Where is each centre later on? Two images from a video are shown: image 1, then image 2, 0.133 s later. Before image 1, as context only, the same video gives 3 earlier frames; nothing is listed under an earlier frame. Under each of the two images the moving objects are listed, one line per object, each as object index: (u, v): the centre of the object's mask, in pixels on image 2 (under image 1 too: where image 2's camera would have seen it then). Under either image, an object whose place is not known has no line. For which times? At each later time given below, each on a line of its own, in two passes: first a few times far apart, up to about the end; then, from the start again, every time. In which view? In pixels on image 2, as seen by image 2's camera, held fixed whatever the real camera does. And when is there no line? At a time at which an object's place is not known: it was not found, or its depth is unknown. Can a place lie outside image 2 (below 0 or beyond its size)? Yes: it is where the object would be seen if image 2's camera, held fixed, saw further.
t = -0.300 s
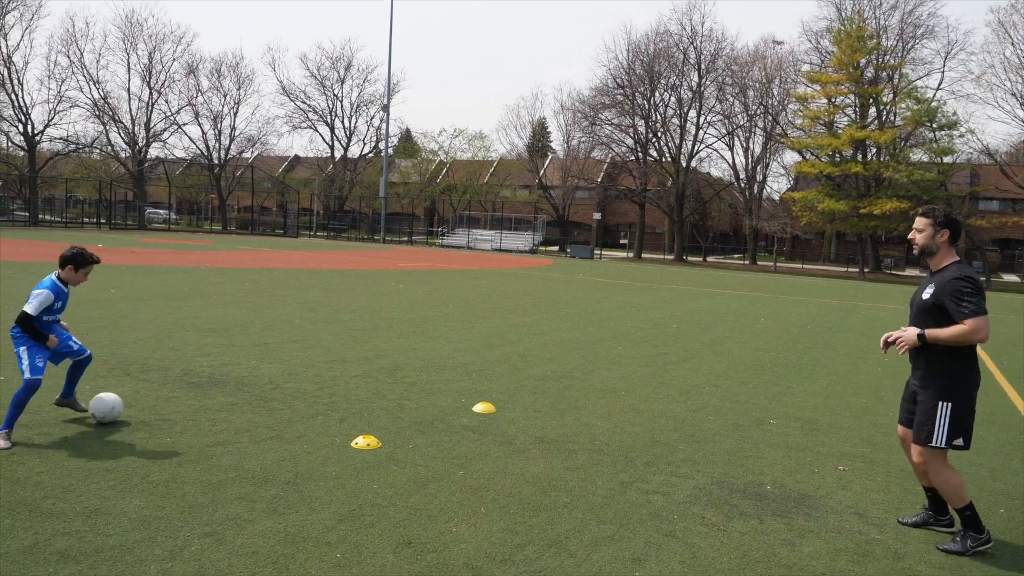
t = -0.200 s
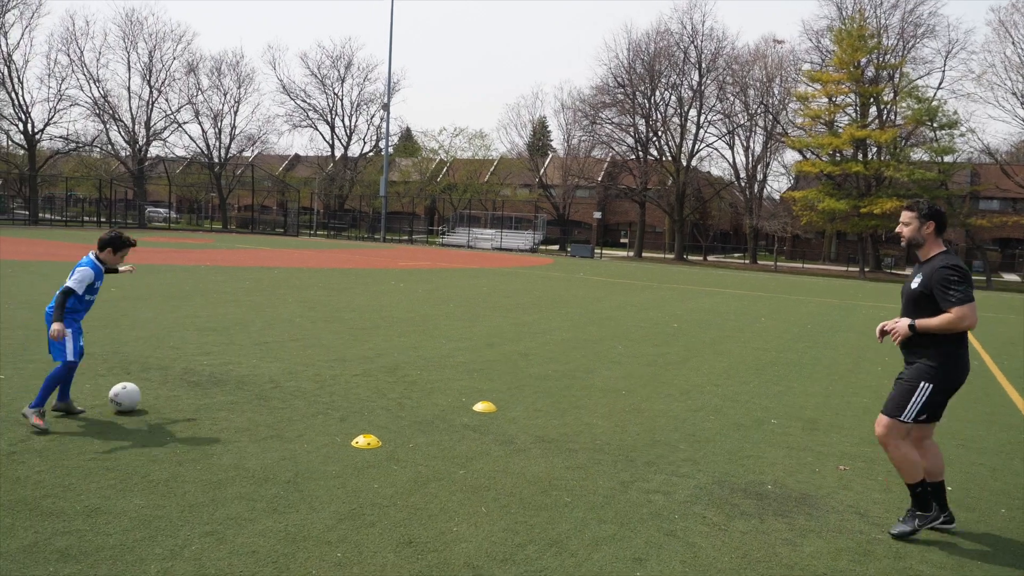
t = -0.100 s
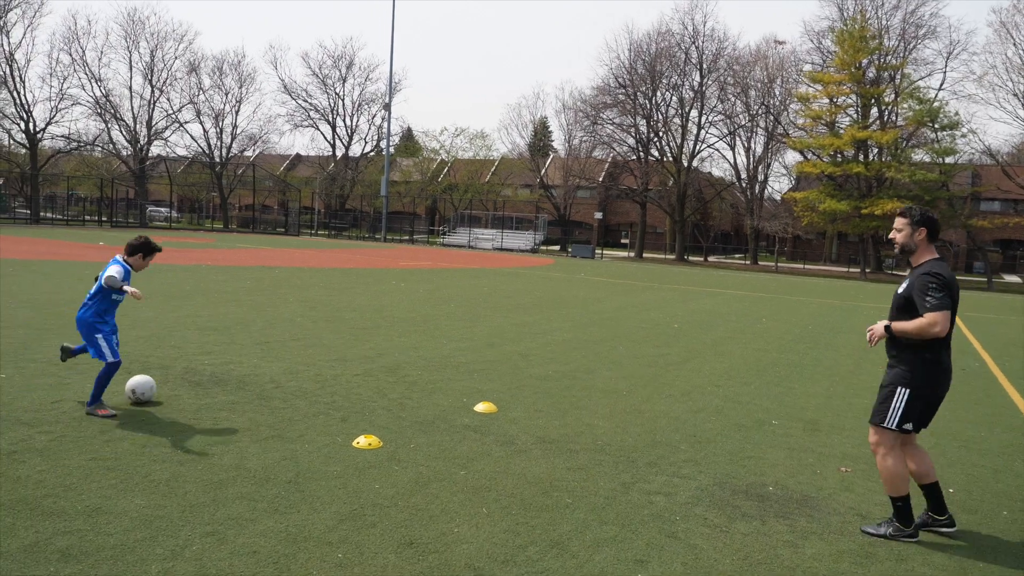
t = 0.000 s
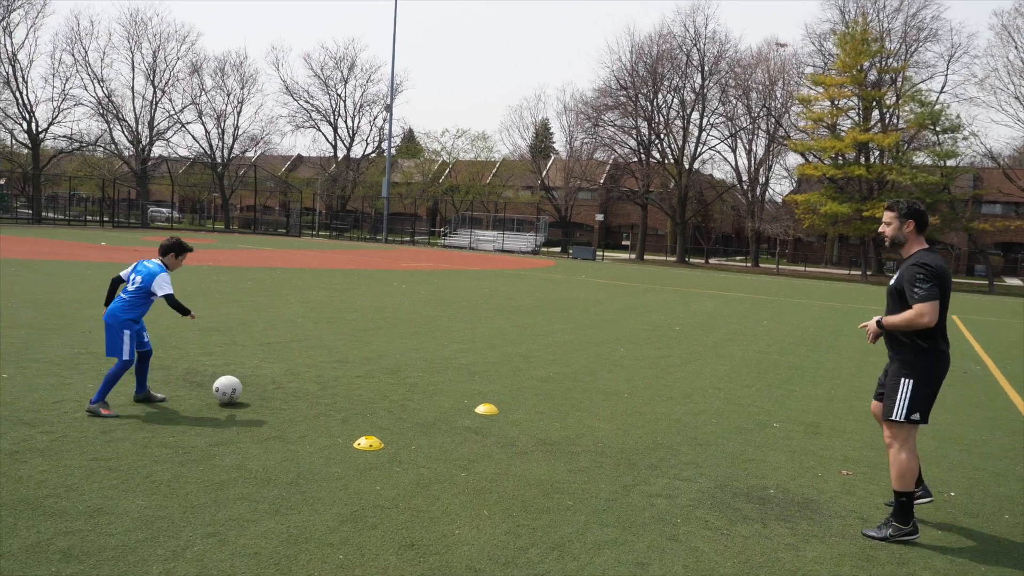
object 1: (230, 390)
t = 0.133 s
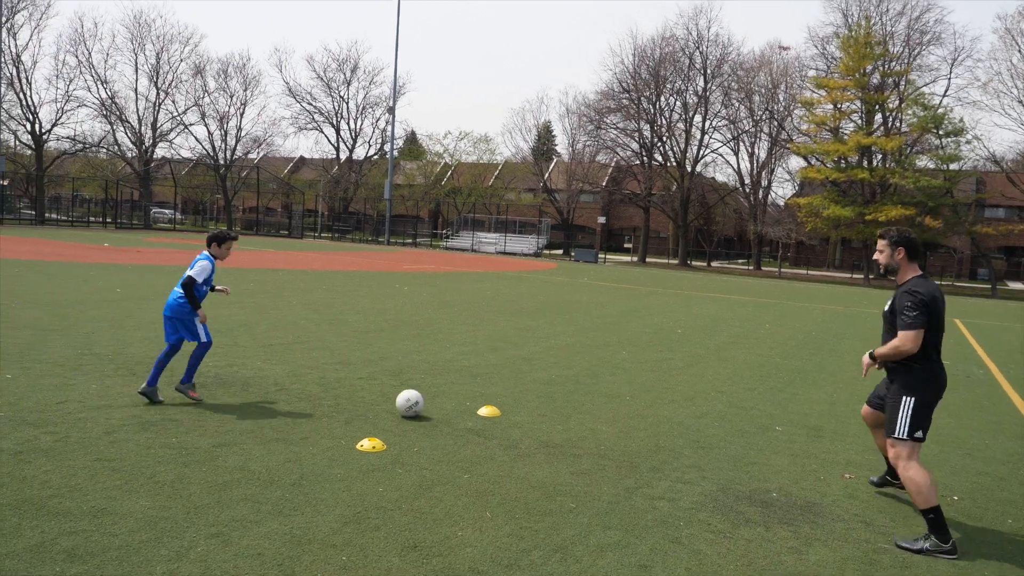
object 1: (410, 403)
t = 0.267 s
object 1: (534, 409)
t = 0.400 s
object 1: (624, 411)
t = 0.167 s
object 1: (444, 402)
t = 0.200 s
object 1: (478, 407)
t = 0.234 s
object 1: (507, 406)
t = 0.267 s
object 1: (534, 409)
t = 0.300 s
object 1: (557, 409)
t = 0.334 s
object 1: (580, 410)
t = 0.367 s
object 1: (602, 411)
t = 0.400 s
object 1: (624, 411)
